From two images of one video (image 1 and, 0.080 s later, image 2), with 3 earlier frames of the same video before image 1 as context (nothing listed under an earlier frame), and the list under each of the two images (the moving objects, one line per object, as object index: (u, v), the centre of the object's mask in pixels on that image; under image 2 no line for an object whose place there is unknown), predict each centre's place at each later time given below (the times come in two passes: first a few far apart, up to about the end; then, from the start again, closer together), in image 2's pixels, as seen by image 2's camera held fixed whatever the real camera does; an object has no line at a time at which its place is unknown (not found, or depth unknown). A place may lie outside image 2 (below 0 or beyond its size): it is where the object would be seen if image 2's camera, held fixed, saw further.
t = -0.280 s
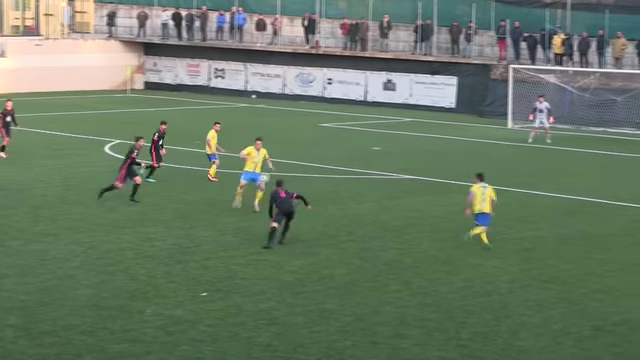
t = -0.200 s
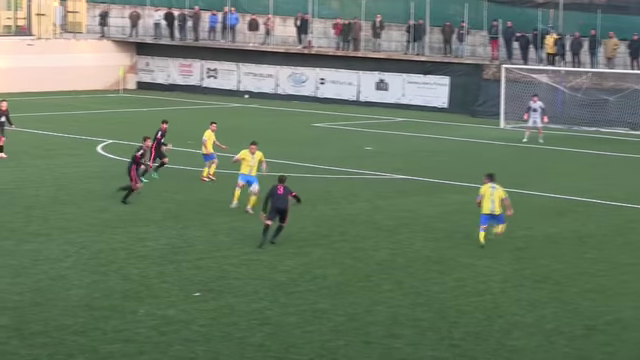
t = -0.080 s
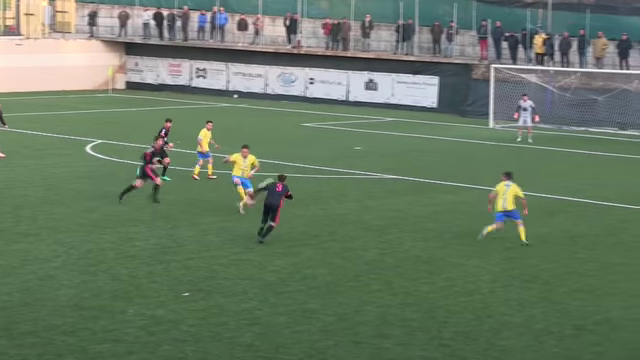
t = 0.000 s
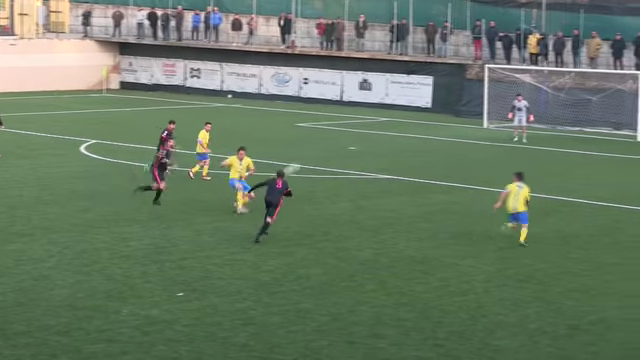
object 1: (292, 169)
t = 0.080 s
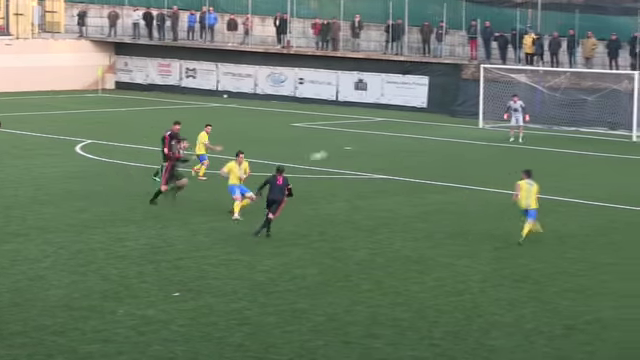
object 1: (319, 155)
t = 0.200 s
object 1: (364, 142)
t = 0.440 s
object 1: (451, 132)
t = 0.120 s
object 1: (334, 150)
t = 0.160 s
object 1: (347, 146)
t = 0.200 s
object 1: (364, 142)
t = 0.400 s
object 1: (436, 132)
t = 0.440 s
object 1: (451, 132)
